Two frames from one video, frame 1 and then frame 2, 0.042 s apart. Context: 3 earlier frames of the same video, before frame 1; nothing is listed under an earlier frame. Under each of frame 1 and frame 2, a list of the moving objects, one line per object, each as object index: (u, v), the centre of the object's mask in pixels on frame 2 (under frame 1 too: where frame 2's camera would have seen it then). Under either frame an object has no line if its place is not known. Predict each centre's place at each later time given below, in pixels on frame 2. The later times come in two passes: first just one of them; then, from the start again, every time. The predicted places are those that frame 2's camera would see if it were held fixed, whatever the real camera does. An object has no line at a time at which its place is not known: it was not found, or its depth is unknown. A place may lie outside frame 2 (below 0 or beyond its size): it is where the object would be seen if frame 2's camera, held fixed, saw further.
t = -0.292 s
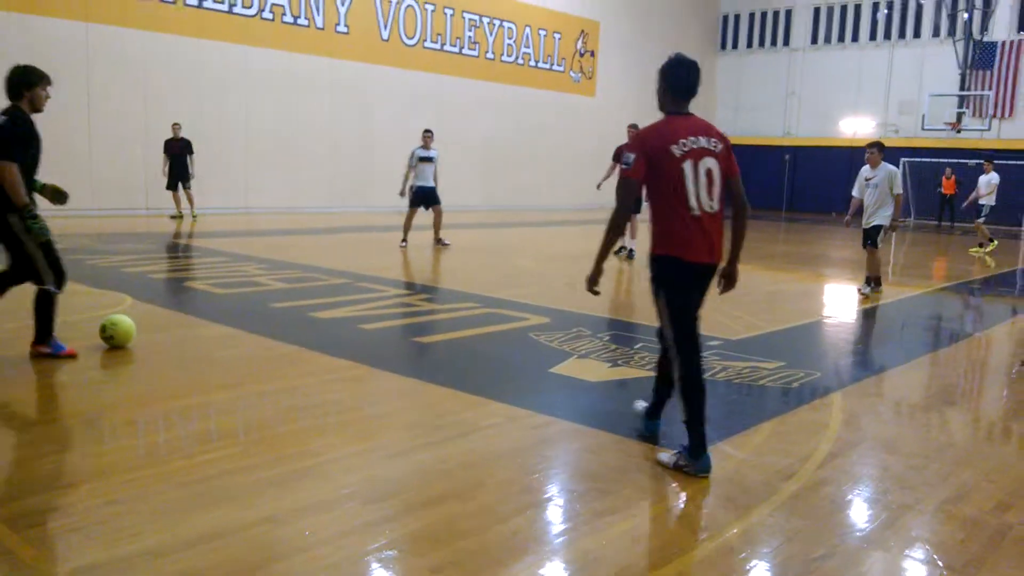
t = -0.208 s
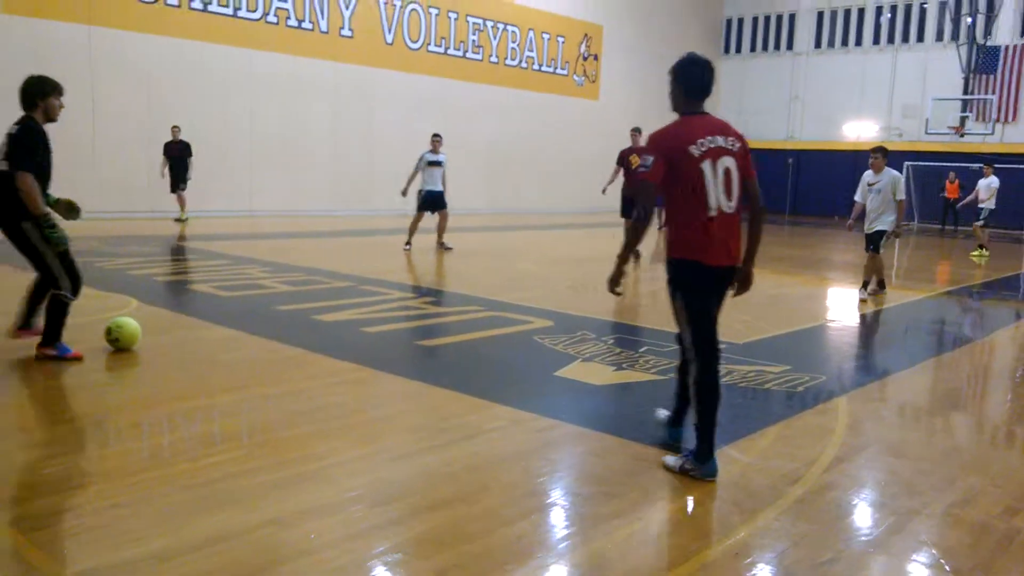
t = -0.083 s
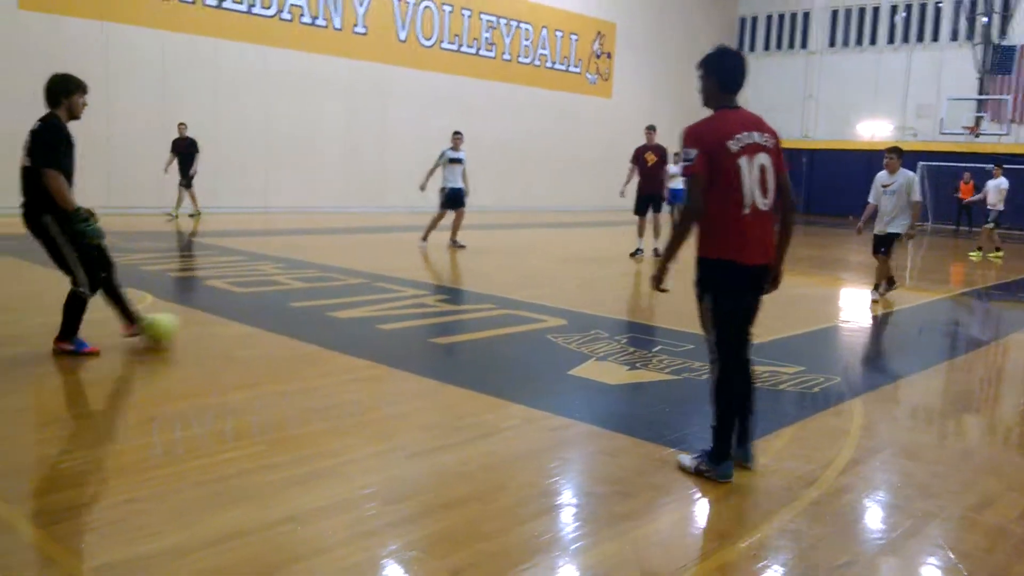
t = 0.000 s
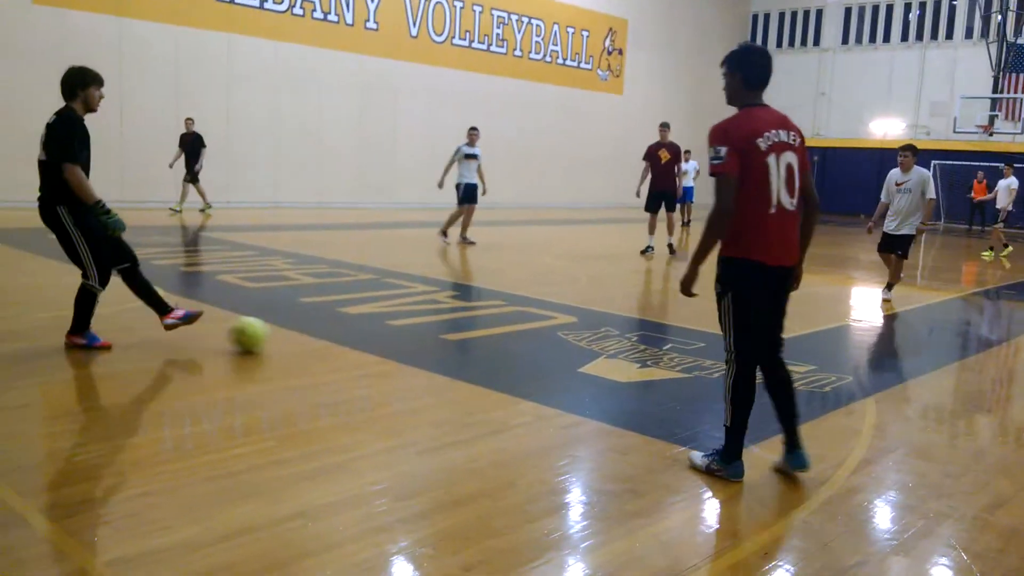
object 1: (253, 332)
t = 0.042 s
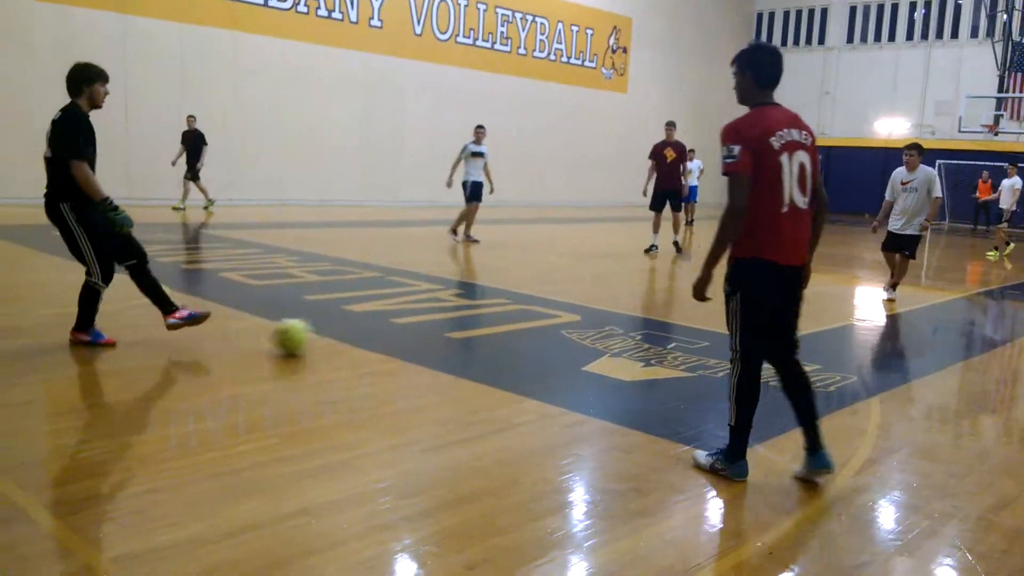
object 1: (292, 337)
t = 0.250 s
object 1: (486, 361)
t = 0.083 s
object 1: (331, 341)
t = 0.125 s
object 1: (371, 348)
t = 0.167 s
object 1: (409, 351)
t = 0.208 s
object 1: (447, 357)
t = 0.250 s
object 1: (486, 361)
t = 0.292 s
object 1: (525, 366)
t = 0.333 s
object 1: (563, 370)
